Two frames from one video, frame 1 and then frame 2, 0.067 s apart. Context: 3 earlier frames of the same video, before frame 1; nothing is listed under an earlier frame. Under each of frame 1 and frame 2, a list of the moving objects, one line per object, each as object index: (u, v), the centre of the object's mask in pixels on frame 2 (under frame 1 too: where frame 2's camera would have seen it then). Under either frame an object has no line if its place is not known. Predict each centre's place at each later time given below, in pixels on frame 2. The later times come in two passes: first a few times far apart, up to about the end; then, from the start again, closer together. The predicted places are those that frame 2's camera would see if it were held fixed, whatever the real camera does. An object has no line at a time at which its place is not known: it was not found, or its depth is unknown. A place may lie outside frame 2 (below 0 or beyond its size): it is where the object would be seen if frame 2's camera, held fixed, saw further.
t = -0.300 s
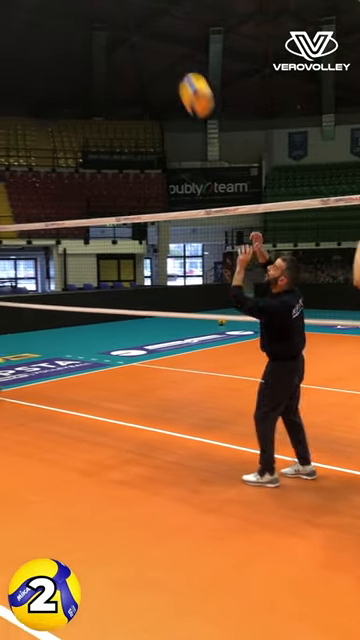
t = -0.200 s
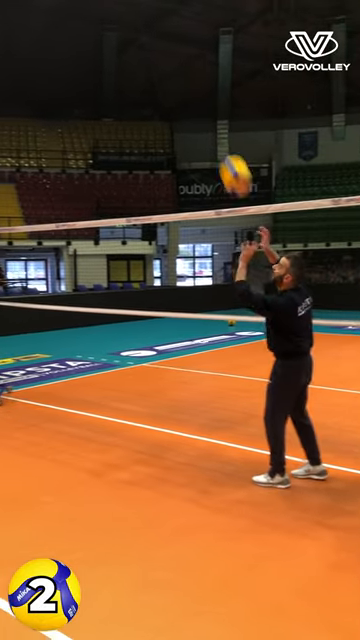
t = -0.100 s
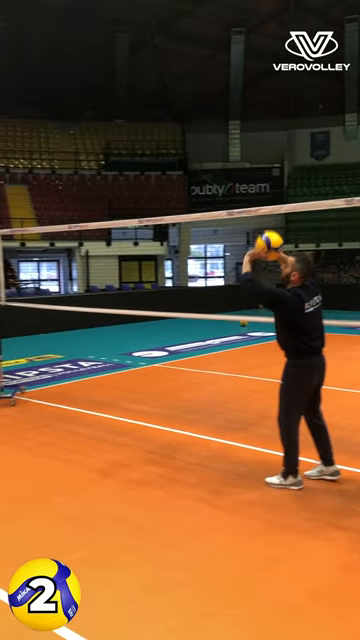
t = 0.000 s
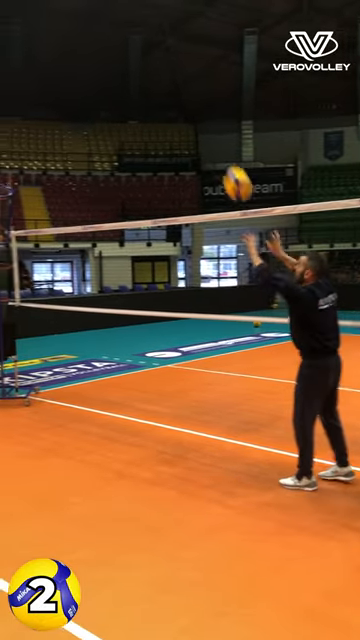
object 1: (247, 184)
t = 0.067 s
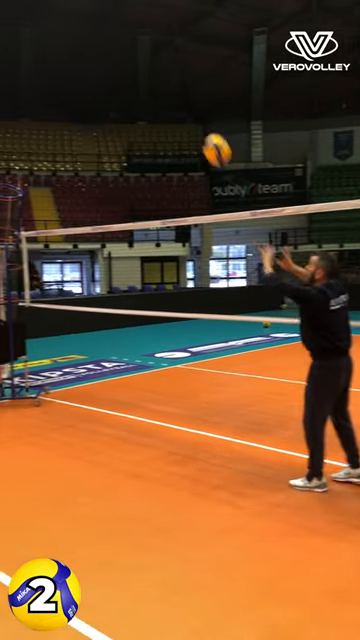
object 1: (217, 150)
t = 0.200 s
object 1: (165, 104)
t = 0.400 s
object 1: (102, 81)
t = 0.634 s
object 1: (45, 105)
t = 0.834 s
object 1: (6, 158)
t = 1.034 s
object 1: (4, 188)
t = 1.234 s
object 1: (1, 180)
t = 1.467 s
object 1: (10, 186)
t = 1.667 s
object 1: (15, 195)
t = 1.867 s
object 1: (22, 228)
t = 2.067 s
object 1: (30, 294)
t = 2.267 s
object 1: (39, 388)
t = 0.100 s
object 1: (203, 136)
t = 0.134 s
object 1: (189, 124)
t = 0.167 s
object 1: (177, 113)
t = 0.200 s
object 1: (165, 104)
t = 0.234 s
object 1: (153, 97)
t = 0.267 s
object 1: (142, 91)
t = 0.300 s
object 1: (131, 86)
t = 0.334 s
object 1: (121, 83)
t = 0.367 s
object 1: (111, 81)
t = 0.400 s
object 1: (102, 81)
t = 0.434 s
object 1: (93, 81)
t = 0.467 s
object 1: (84, 83)
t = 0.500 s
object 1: (76, 85)
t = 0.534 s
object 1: (68, 89)
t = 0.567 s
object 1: (60, 94)
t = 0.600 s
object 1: (52, 99)
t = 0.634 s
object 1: (45, 105)
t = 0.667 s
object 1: (37, 112)
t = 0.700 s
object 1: (32, 120)
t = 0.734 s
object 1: (26, 128)
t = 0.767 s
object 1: (19, 137)
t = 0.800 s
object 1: (12, 147)
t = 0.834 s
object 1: (6, 158)
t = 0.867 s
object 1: (1, 168)
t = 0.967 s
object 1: (6, 189)
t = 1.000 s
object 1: (8, 189)
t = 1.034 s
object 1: (4, 188)
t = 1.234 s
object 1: (1, 180)
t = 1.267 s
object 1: (2, 181)
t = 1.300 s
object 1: (5, 184)
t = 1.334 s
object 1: (7, 186)
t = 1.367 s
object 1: (9, 189)
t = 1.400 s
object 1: (9, 187)
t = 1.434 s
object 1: (10, 186)
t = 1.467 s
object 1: (10, 186)
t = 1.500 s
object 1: (11, 188)
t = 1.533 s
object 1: (12, 189)
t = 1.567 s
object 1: (13, 189)
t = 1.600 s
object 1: (13, 190)
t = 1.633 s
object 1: (14, 192)
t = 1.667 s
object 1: (15, 195)
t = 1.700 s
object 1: (16, 198)
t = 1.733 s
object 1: (17, 203)
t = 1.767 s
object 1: (18, 208)
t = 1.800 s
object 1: (19, 214)
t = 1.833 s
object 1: (21, 221)
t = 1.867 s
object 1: (22, 228)
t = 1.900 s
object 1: (22, 238)
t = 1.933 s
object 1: (24, 247)
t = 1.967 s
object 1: (26, 258)
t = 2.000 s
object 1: (27, 269)
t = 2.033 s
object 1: (28, 281)
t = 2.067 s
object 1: (30, 294)
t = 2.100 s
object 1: (30, 309)
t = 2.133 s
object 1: (32, 323)
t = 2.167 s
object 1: (34, 337)
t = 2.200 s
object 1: (35, 353)
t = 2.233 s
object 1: (36, 369)
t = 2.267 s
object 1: (39, 388)
